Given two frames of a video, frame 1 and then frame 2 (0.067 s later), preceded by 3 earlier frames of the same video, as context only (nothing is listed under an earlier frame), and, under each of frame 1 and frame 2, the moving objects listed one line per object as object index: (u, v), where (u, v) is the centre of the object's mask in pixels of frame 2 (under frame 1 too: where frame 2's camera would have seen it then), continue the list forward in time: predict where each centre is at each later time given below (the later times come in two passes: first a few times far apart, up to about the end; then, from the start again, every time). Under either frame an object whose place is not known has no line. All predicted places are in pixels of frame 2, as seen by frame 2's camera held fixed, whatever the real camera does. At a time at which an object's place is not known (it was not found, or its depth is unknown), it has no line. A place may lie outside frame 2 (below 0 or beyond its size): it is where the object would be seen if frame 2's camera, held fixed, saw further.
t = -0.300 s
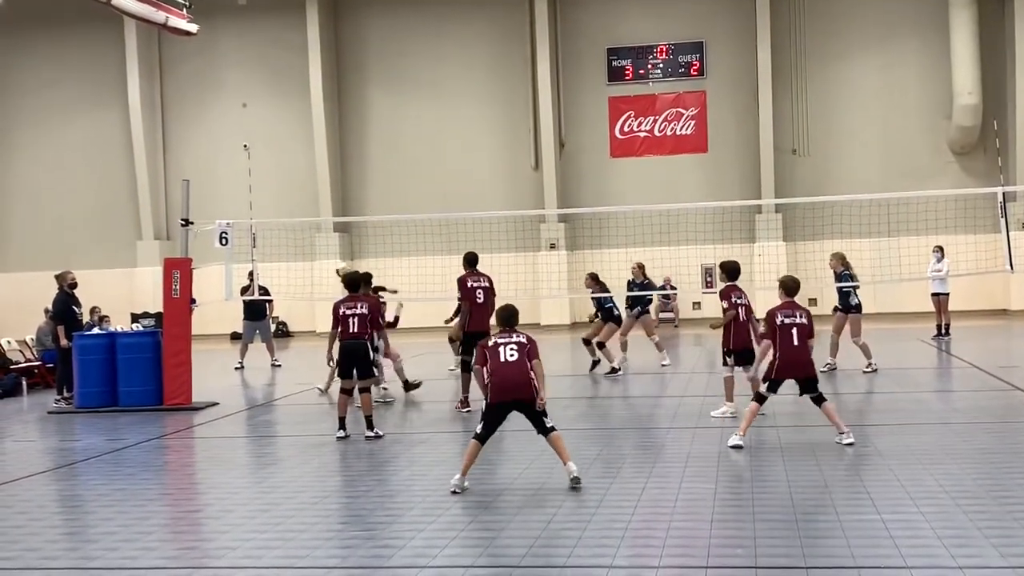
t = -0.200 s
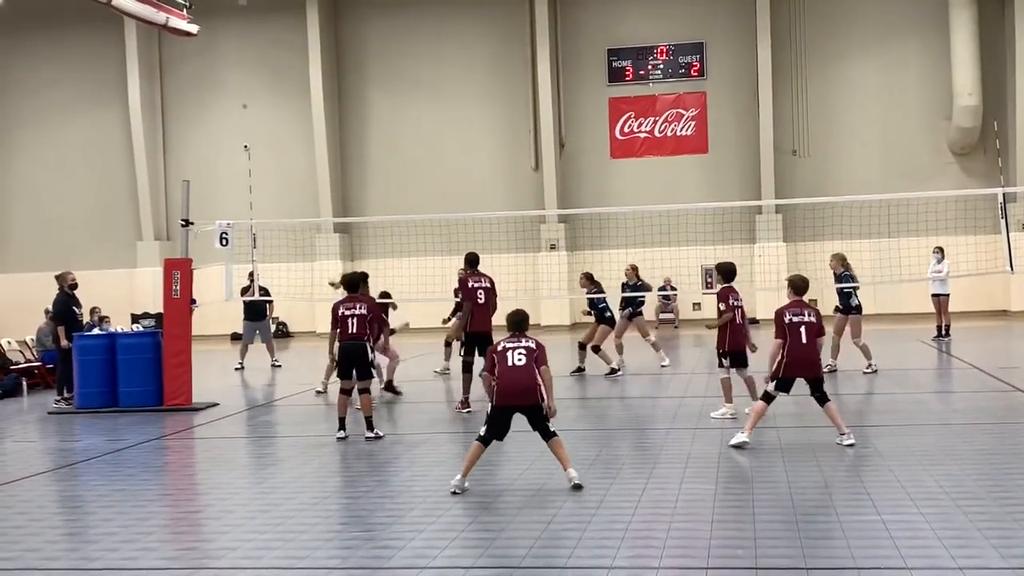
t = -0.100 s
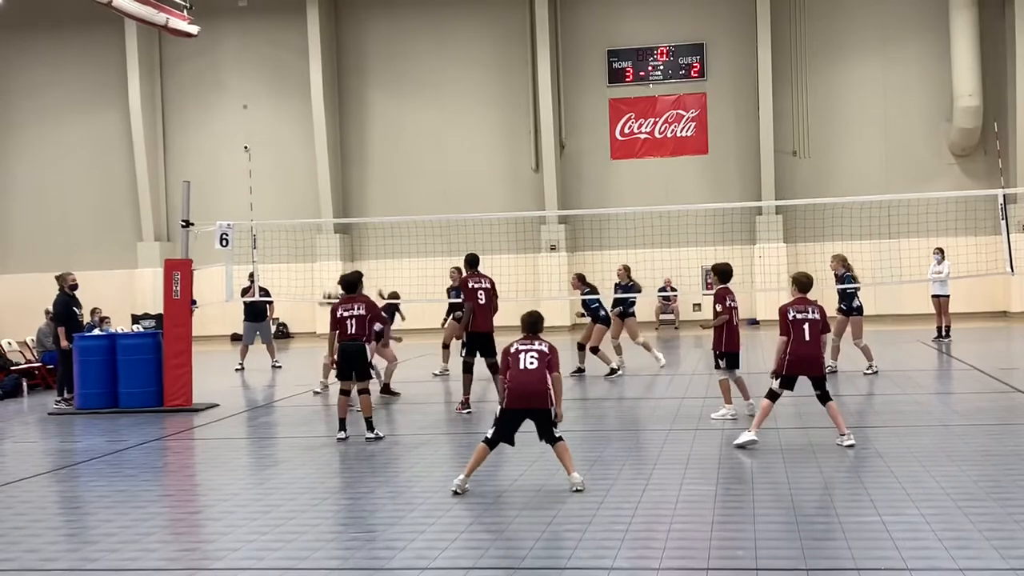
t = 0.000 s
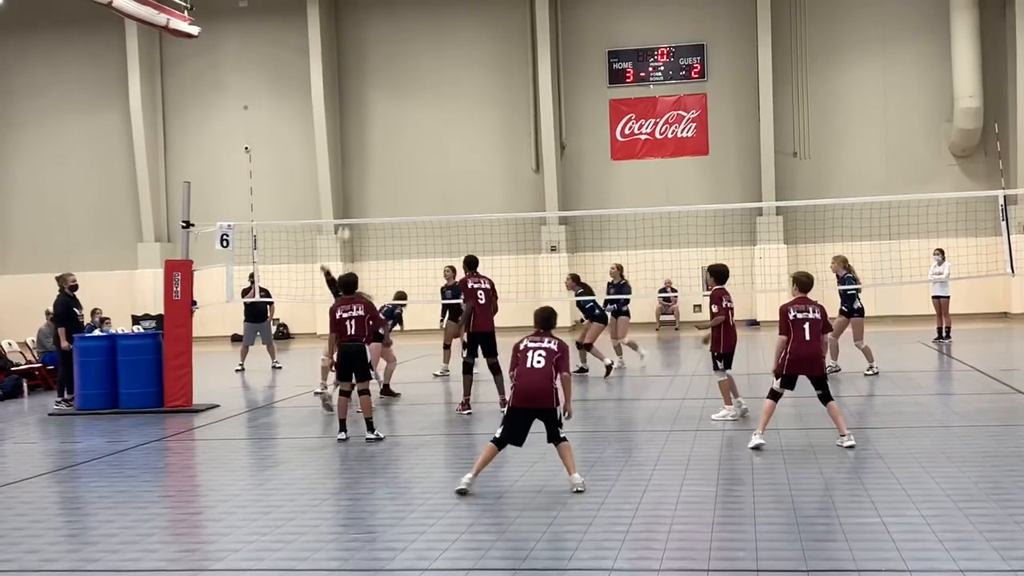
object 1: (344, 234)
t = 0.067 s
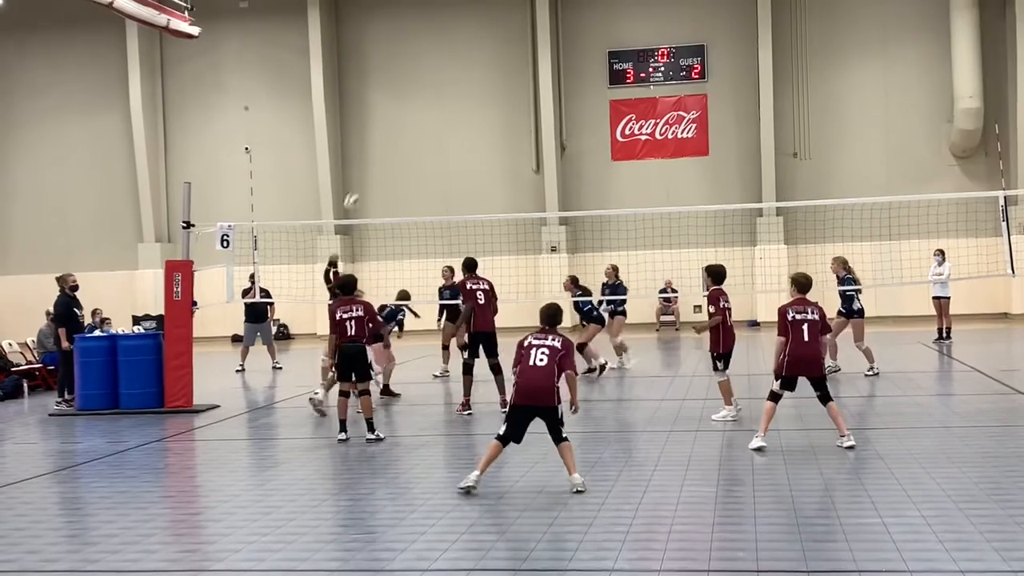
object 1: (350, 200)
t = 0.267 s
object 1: (378, 119)
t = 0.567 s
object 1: (420, 49)
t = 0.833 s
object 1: (460, 45)
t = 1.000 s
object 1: (486, 70)
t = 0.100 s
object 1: (356, 185)
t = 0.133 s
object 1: (361, 171)
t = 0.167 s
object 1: (365, 157)
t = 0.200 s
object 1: (369, 143)
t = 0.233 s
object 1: (374, 130)
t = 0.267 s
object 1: (378, 119)
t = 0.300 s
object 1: (384, 107)
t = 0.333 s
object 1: (388, 98)
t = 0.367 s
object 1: (392, 89)
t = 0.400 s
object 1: (396, 78)
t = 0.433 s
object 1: (402, 72)
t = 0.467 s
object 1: (406, 66)
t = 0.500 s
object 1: (411, 59)
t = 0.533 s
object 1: (415, 55)
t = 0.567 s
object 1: (420, 49)
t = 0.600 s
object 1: (426, 46)
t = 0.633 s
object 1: (431, 44)
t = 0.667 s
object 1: (436, 42)
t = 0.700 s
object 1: (440, 41)
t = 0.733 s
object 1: (445, 40)
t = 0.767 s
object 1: (450, 41)
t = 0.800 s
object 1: (455, 43)
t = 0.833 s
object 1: (460, 45)
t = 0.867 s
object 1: (465, 48)
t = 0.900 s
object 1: (471, 52)
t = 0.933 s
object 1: (476, 57)
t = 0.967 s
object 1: (481, 63)
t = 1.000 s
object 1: (486, 70)
